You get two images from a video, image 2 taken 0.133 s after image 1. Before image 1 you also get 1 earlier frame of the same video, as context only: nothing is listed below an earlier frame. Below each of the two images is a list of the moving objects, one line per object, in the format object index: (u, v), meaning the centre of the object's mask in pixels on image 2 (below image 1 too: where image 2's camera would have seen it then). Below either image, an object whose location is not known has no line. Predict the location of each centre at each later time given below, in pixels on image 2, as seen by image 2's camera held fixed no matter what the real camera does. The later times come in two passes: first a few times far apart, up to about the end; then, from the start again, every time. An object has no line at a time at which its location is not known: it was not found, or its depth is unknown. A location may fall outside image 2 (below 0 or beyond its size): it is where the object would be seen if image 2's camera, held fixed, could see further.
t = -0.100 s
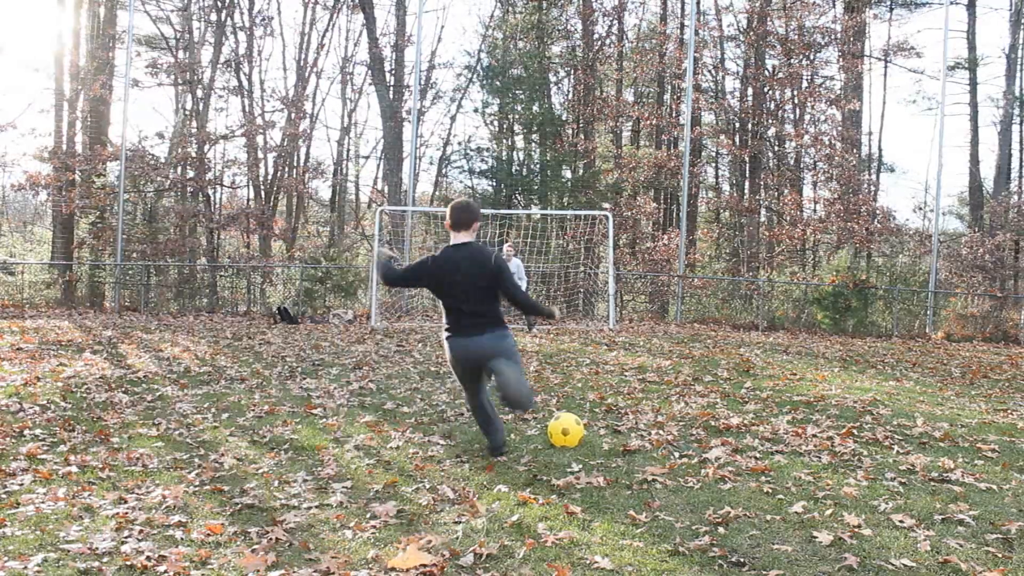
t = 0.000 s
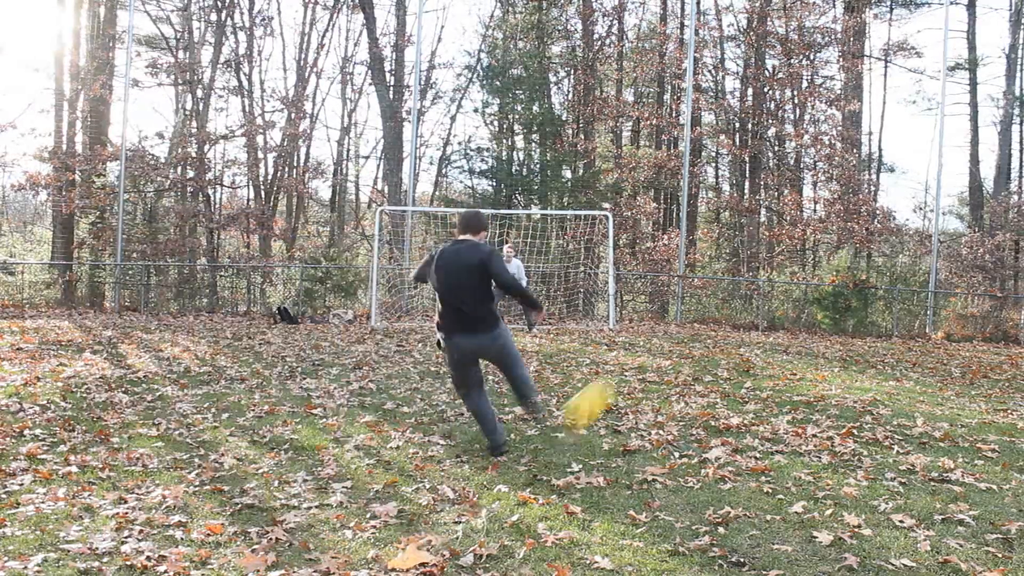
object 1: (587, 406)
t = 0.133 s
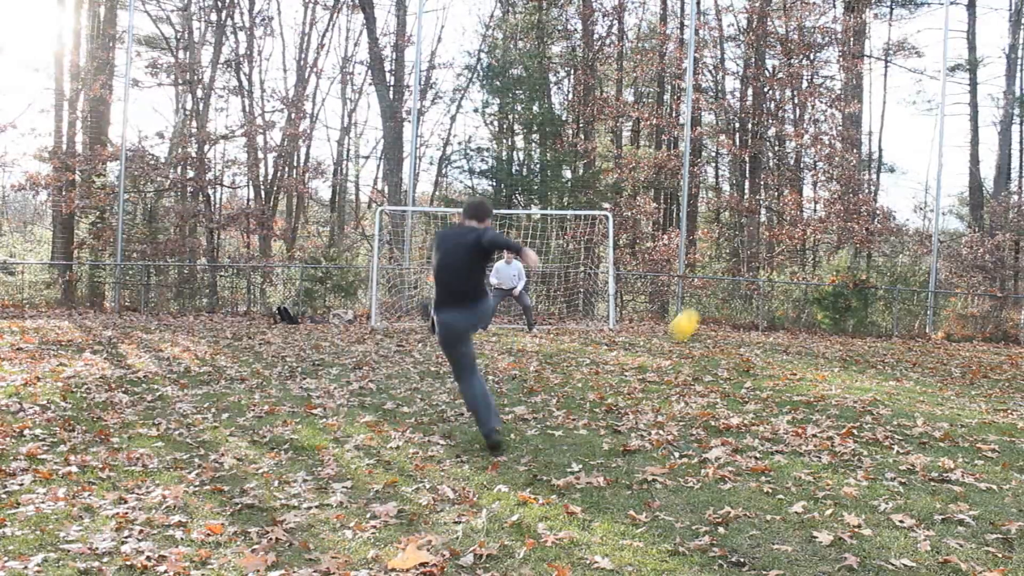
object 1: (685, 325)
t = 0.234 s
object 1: (709, 286)
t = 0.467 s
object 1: (733, 228)
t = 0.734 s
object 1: (766, 209)
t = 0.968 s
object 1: (803, 221)
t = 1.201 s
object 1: (840, 256)
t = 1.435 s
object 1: (870, 310)
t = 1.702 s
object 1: (898, 323)
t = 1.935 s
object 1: (916, 308)
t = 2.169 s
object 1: (934, 320)
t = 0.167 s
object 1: (695, 310)
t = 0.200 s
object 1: (704, 297)
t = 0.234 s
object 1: (709, 286)
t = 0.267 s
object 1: (713, 276)
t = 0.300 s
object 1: (718, 266)
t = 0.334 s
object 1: (721, 256)
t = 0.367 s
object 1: (724, 249)
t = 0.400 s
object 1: (728, 241)
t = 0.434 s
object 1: (730, 234)
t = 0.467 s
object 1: (733, 228)
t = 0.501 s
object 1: (737, 223)
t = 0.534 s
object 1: (740, 219)
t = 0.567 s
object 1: (744, 216)
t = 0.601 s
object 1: (748, 213)
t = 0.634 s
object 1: (752, 211)
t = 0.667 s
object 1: (756, 210)
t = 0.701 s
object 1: (761, 209)
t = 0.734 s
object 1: (766, 209)
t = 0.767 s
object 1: (771, 210)
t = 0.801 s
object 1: (777, 210)
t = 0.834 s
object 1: (782, 212)
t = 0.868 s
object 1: (787, 213)
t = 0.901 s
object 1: (793, 216)
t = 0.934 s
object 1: (798, 218)
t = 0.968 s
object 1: (803, 221)
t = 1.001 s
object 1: (809, 225)
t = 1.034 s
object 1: (814, 229)
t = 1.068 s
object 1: (819, 234)
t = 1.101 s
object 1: (824, 239)
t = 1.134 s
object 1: (830, 245)
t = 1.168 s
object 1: (834, 250)
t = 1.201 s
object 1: (840, 256)
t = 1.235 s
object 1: (844, 263)
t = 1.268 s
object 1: (848, 271)
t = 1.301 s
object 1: (853, 278)
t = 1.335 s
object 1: (858, 286)
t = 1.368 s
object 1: (862, 294)
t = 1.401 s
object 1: (866, 302)
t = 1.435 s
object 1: (870, 310)
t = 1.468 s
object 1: (874, 320)
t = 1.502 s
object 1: (878, 329)
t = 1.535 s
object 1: (881, 338)
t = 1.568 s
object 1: (885, 344)
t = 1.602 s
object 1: (889, 338)
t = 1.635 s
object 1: (891, 332)
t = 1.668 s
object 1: (894, 328)
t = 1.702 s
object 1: (898, 323)
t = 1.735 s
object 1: (900, 319)
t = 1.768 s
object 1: (903, 316)
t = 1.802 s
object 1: (906, 313)
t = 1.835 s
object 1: (908, 311)
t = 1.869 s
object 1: (911, 309)
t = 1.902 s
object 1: (914, 309)
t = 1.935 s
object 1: (916, 308)
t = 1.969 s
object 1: (919, 308)
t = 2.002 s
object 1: (921, 309)
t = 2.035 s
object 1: (924, 310)
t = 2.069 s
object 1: (927, 311)
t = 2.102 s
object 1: (929, 314)
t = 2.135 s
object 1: (932, 316)
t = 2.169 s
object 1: (934, 320)
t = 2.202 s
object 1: (937, 322)
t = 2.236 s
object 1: (939, 327)
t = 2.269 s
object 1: (941, 331)
